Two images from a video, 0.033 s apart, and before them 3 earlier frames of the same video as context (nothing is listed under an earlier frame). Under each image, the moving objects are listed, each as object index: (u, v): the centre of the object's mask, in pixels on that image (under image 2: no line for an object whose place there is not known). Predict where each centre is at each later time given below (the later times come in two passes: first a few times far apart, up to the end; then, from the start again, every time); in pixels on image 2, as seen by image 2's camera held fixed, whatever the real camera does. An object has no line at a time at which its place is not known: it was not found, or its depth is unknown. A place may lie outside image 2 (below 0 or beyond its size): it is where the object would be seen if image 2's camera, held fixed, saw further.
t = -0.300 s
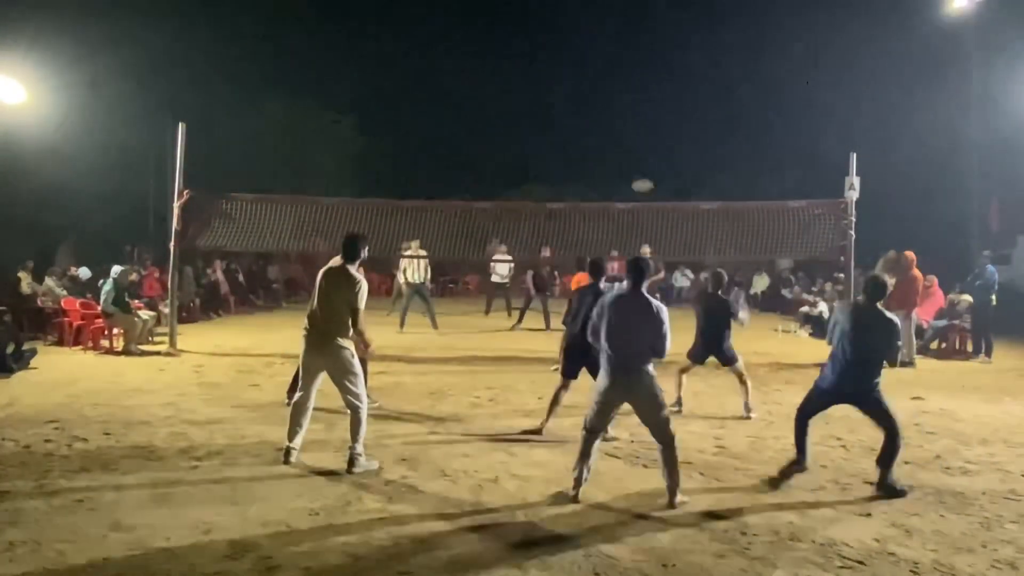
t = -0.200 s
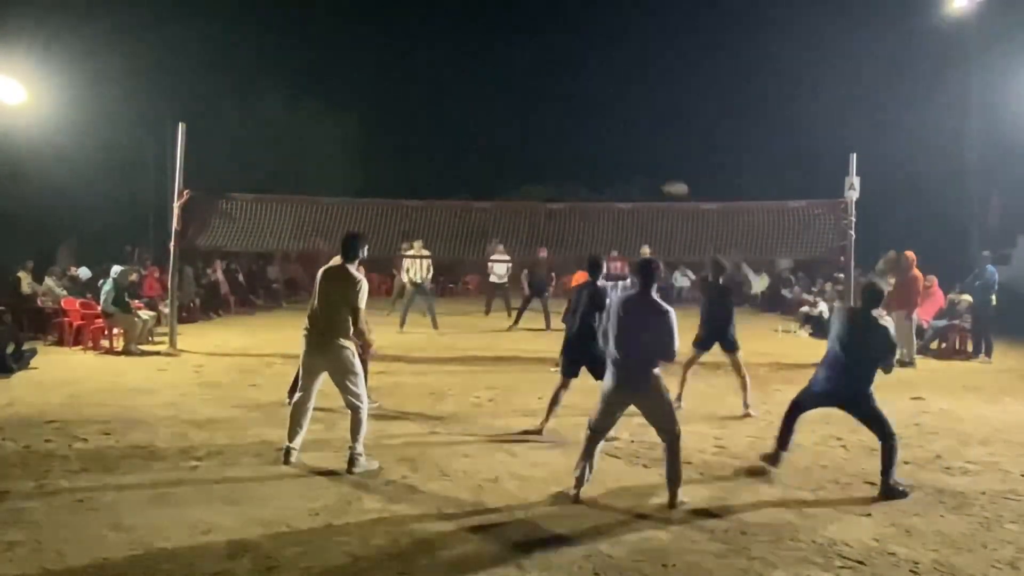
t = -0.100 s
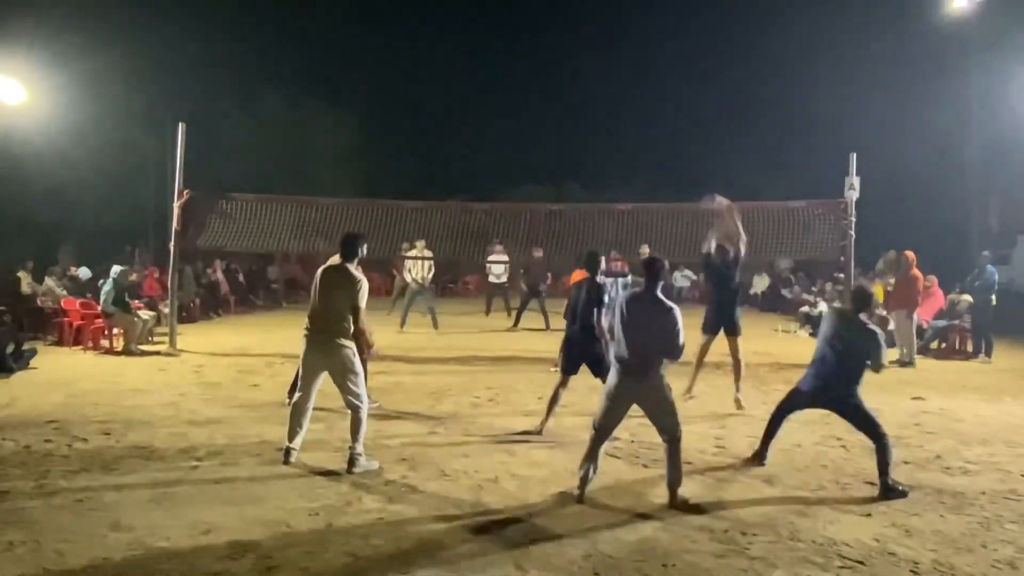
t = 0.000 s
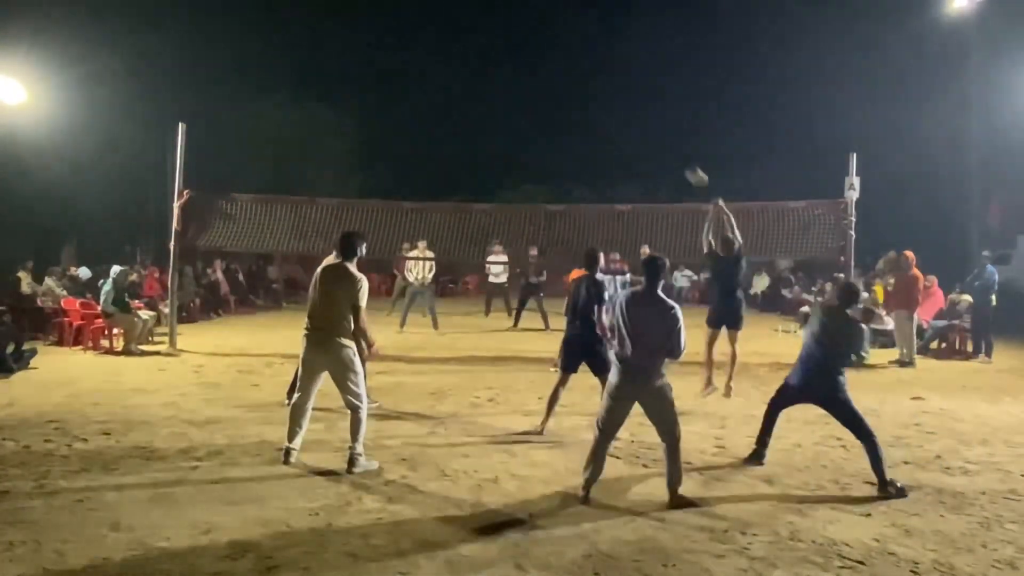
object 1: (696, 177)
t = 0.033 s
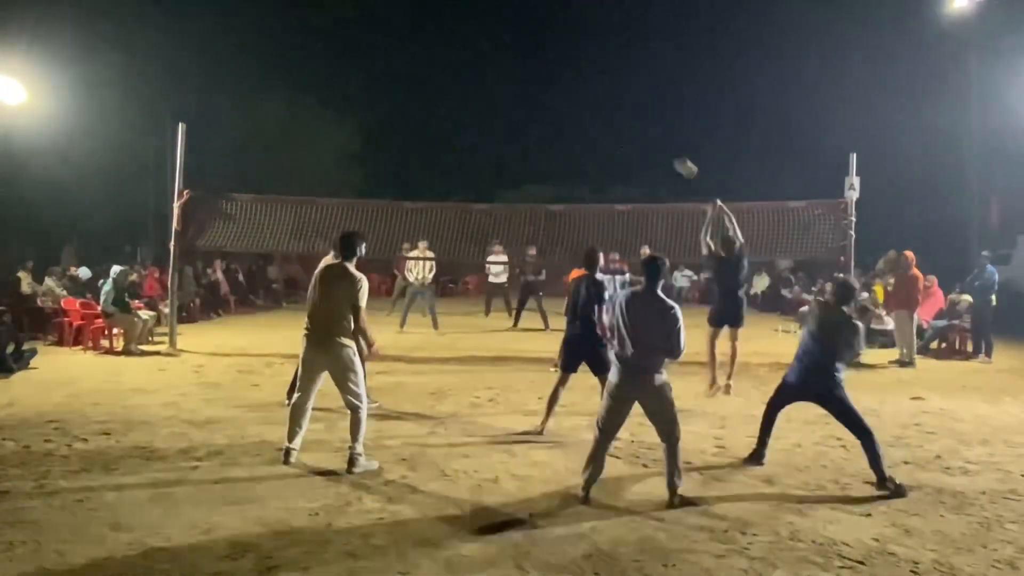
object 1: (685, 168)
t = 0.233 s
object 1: (633, 139)
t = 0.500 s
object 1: (583, 153)
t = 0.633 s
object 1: (564, 174)
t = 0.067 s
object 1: (676, 160)
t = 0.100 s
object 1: (666, 153)
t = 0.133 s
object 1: (658, 148)
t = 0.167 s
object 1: (649, 144)
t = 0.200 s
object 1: (640, 141)
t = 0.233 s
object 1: (633, 139)
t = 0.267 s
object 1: (626, 138)
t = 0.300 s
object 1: (619, 138)
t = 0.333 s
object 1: (612, 139)
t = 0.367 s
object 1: (606, 141)
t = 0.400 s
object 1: (600, 143)
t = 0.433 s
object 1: (594, 146)
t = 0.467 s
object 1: (589, 149)
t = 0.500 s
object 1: (583, 153)
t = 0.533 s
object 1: (578, 158)
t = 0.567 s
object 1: (573, 163)
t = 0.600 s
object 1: (569, 168)
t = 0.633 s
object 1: (564, 174)
